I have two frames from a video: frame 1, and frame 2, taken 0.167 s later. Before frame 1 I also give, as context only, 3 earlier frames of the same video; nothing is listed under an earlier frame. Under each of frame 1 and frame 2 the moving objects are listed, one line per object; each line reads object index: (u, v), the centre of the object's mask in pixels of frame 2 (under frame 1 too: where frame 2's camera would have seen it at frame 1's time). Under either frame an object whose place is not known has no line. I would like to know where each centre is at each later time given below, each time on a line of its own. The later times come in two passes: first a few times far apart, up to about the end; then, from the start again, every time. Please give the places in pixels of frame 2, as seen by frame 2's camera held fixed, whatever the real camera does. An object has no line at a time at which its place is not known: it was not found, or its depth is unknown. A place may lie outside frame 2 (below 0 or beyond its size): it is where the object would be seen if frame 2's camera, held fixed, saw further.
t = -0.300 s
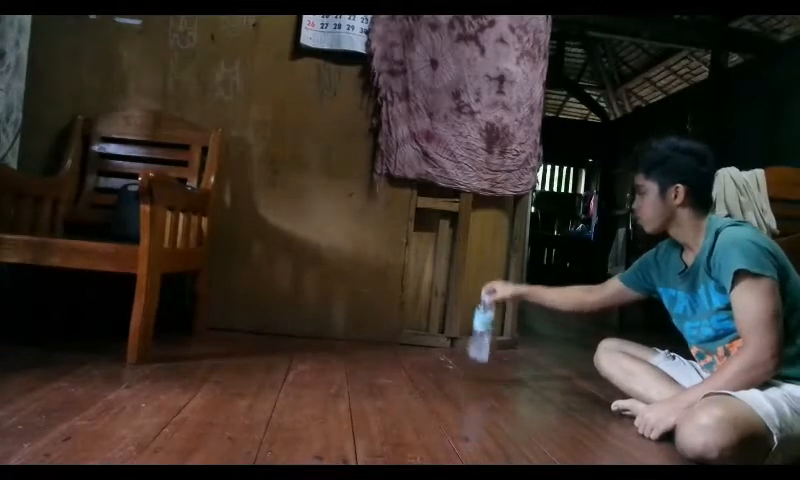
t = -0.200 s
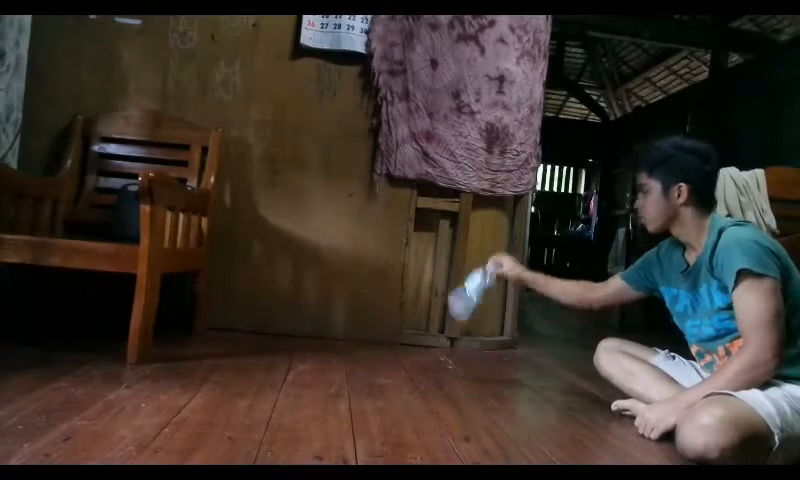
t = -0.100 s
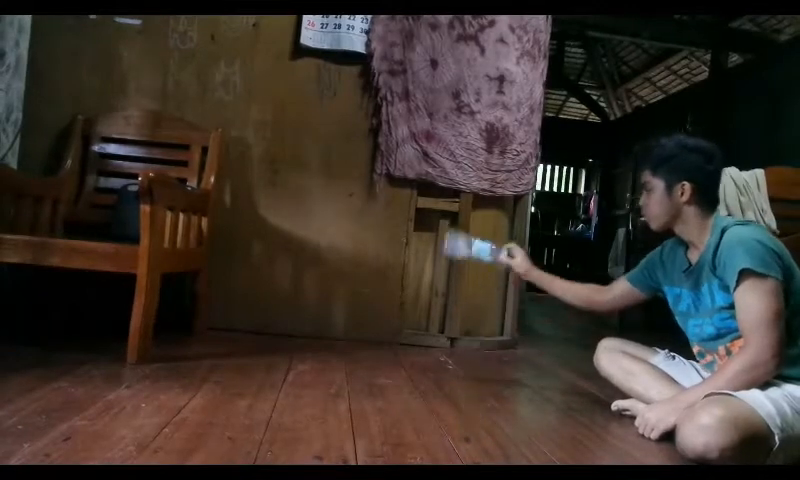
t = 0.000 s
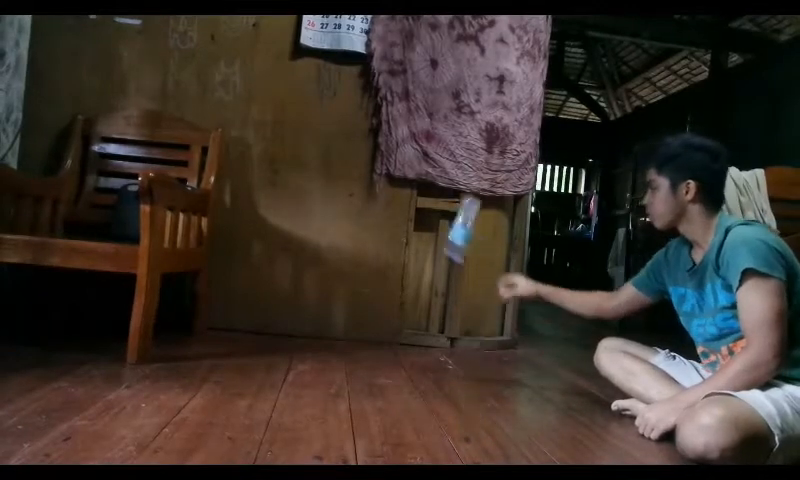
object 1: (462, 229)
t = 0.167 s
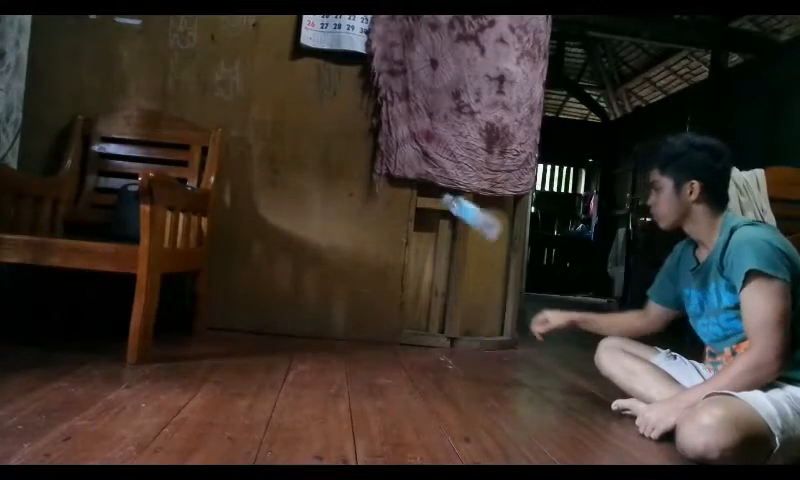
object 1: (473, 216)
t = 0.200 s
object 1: (476, 227)
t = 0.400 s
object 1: (485, 354)
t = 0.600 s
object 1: (496, 355)
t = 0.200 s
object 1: (476, 227)
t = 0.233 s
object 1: (478, 242)
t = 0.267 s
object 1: (480, 260)
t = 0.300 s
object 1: (482, 282)
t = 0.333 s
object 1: (483, 308)
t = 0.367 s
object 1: (484, 339)
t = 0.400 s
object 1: (485, 354)
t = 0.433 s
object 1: (489, 354)
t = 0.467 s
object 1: (492, 354)
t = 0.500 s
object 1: (493, 355)
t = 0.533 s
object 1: (495, 355)
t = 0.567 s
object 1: (495, 355)
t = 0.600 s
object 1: (496, 355)
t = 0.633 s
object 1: (497, 355)
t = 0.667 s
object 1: (497, 355)
